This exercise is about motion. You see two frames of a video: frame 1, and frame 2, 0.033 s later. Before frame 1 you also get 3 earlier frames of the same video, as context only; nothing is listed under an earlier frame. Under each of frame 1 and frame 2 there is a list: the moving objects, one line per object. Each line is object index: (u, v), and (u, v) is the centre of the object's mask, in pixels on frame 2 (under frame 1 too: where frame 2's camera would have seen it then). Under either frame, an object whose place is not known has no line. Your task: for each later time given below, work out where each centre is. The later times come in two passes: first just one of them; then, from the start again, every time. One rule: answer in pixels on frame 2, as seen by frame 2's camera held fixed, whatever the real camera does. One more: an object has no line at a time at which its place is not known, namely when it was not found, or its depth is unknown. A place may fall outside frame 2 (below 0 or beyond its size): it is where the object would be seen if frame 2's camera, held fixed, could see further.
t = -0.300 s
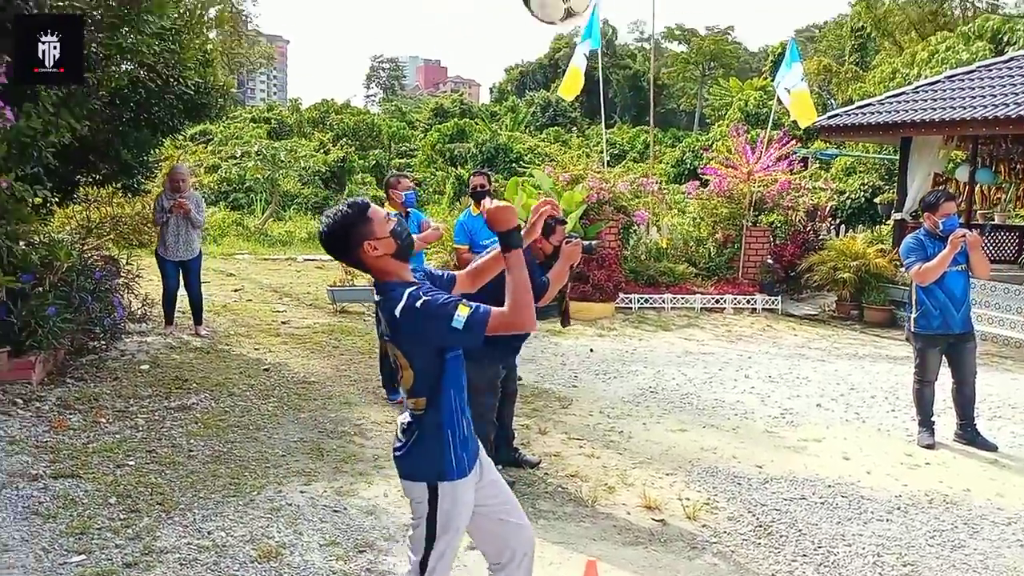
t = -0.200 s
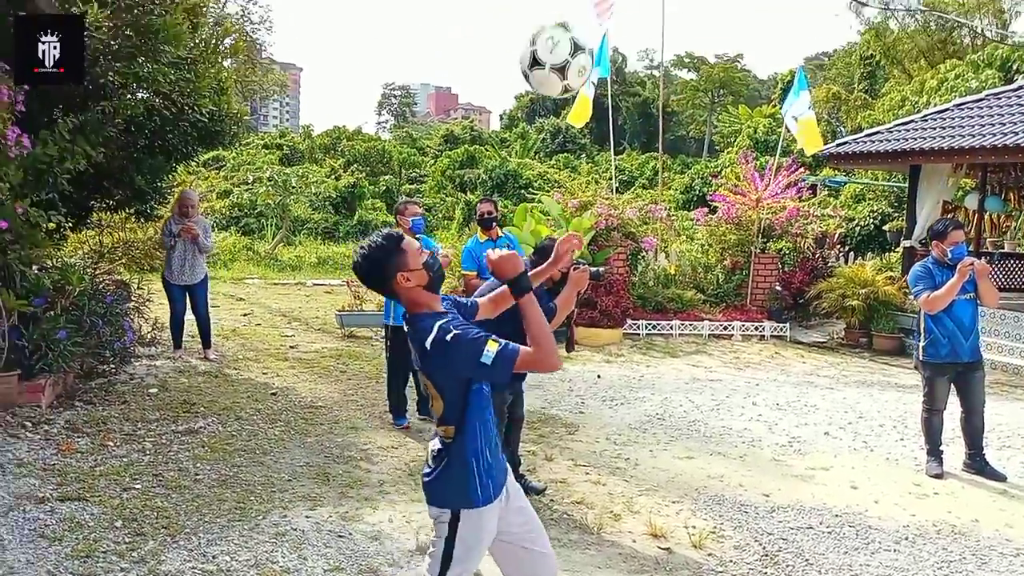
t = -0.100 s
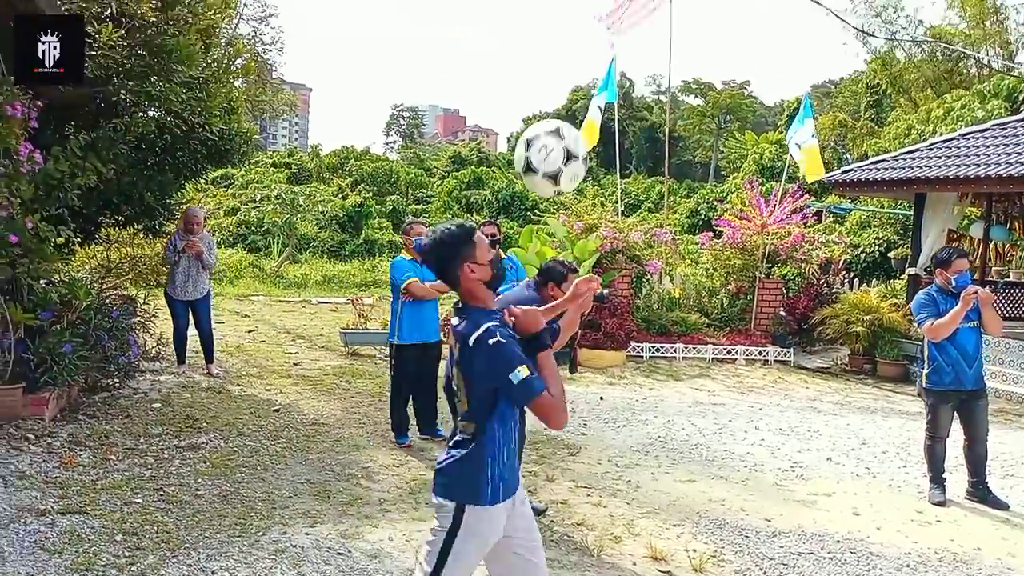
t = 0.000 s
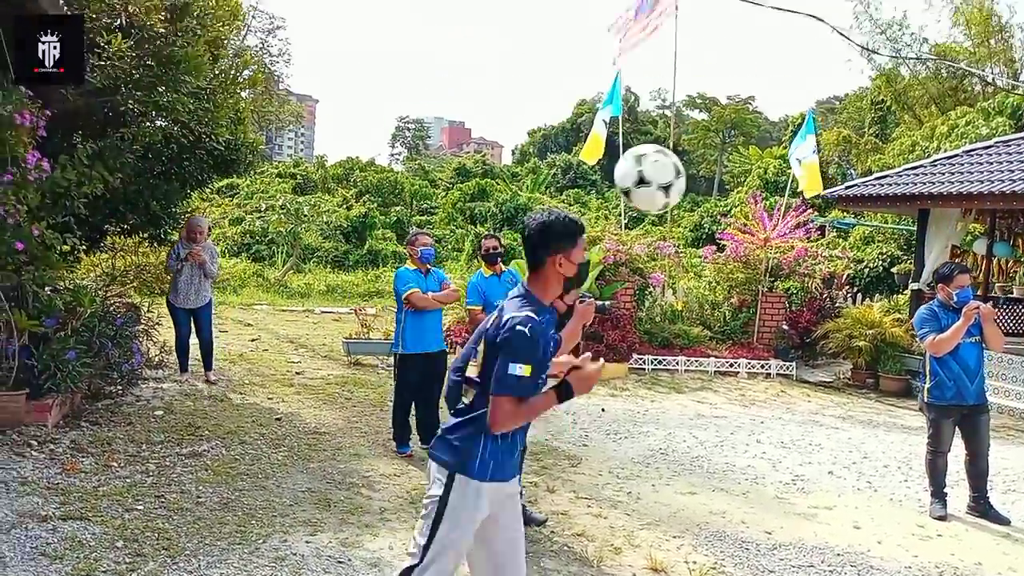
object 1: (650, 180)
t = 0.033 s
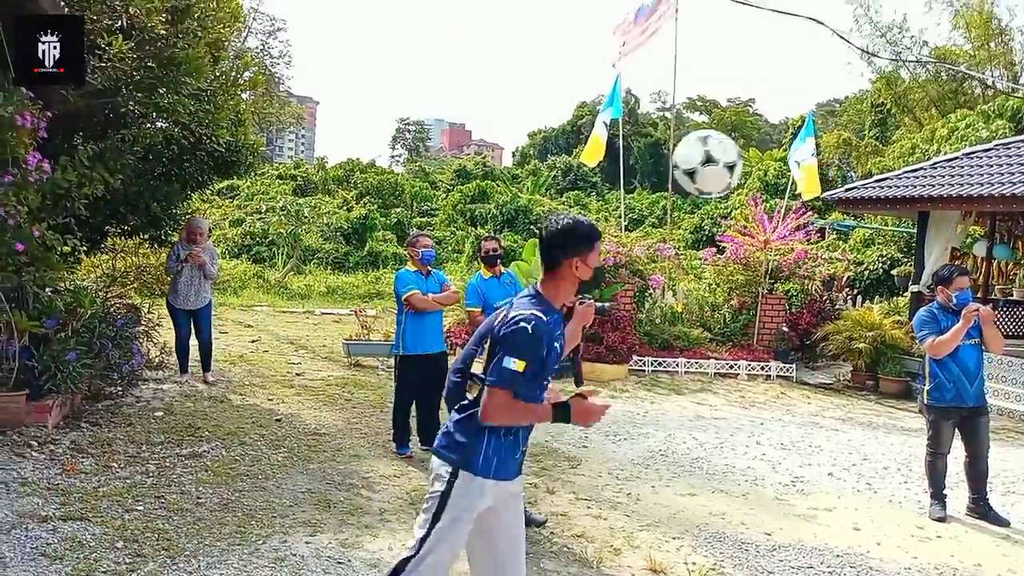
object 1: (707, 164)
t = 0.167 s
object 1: (910, 132)
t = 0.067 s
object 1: (762, 149)
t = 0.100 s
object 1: (814, 141)
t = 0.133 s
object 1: (863, 134)
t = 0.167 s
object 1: (910, 132)
